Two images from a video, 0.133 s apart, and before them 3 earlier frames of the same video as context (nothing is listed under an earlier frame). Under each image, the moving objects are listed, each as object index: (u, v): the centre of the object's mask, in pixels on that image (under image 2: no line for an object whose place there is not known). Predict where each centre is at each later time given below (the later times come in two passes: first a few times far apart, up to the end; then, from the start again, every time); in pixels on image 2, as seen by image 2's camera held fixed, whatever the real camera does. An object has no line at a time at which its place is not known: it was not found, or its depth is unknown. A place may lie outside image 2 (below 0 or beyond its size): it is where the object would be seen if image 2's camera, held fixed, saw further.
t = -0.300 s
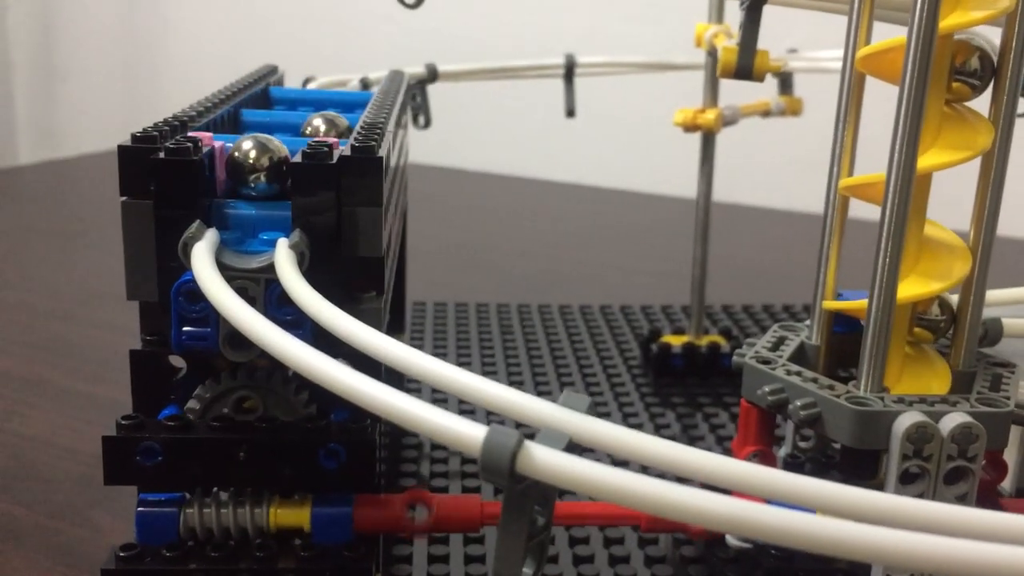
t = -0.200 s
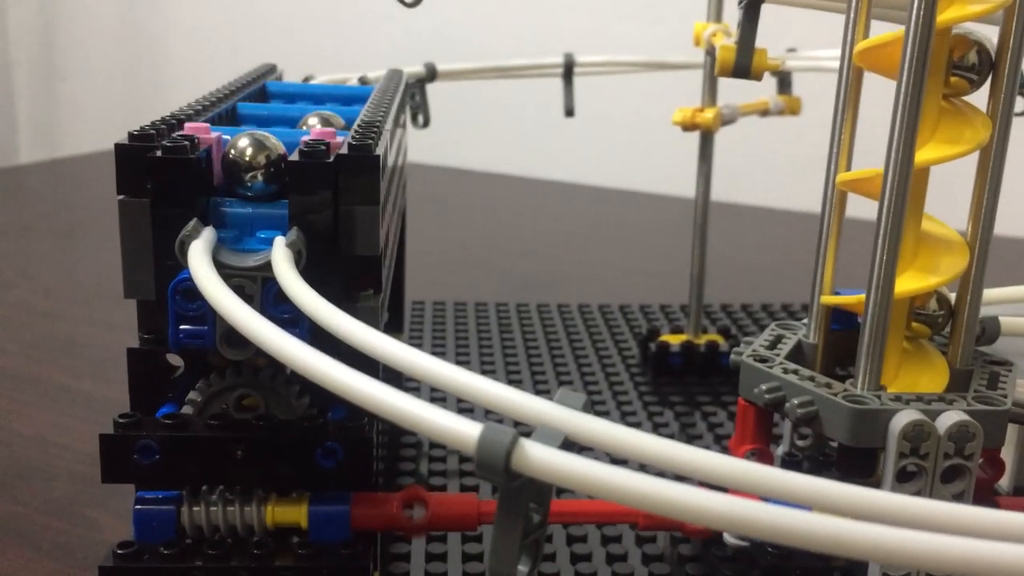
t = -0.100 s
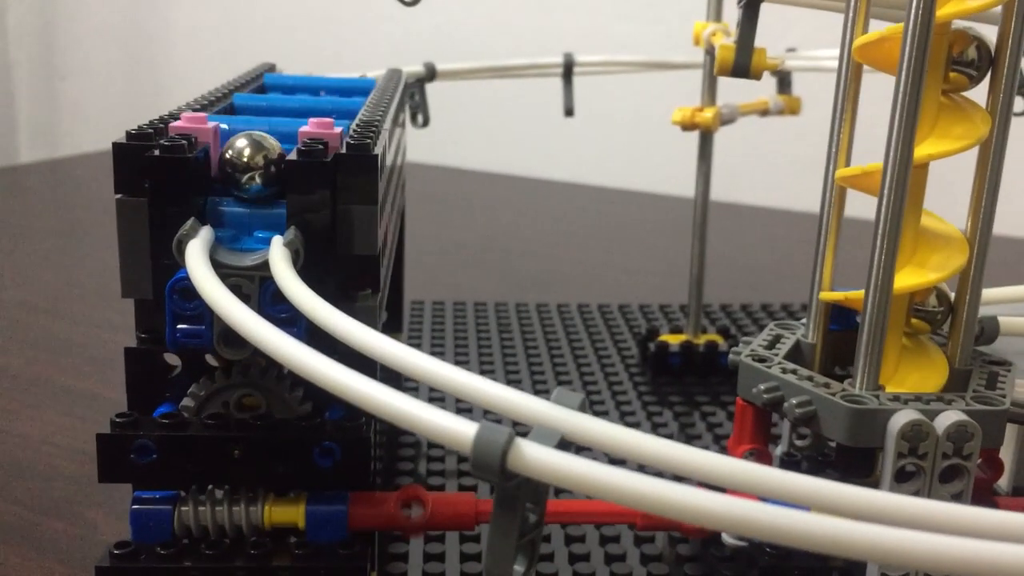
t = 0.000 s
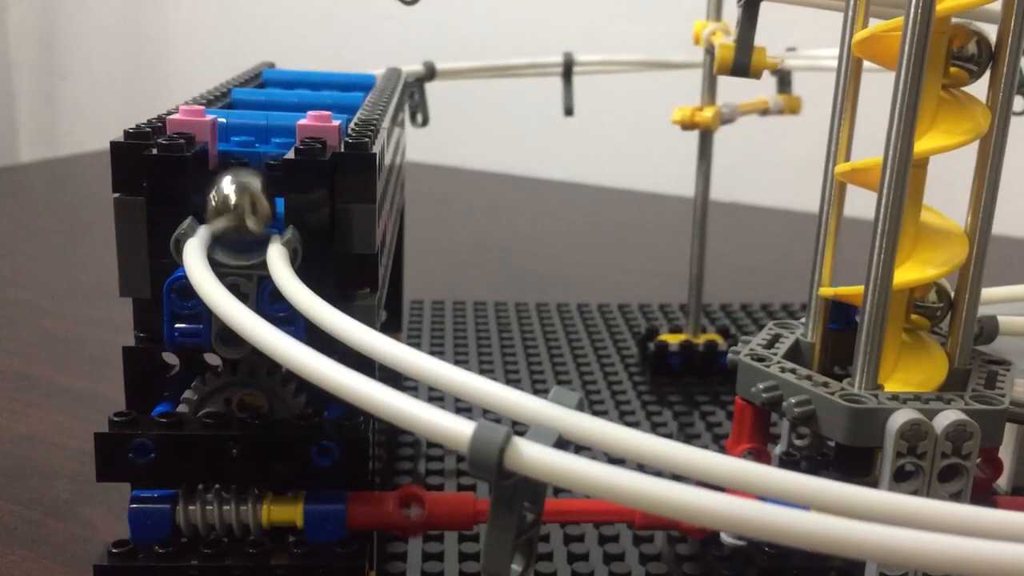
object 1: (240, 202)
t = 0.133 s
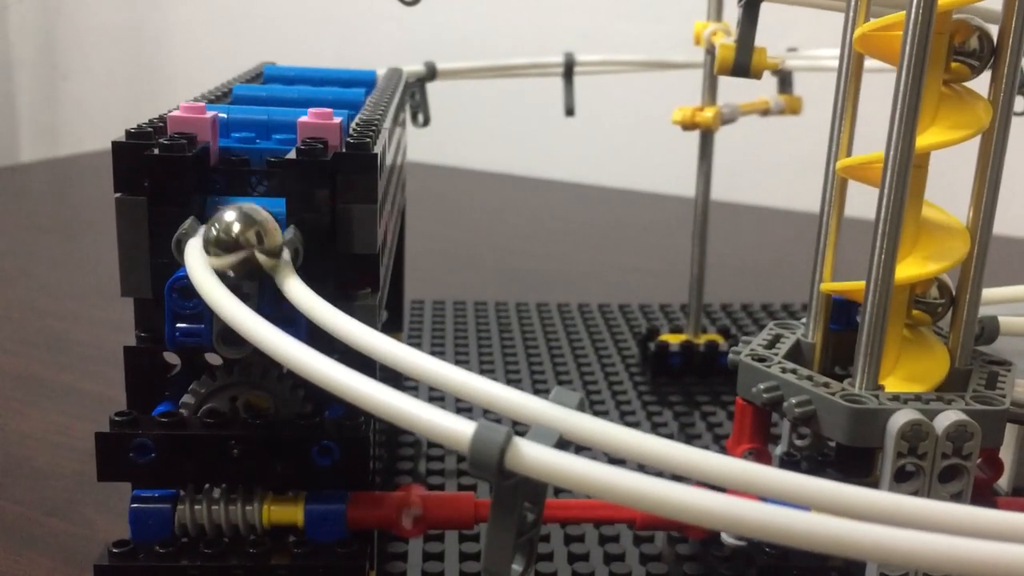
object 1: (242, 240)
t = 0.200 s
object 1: (255, 256)
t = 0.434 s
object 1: (431, 352)
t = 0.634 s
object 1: (834, 471)
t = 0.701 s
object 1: (985, 500)
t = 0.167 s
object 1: (248, 247)
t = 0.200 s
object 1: (255, 256)
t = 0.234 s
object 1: (267, 266)
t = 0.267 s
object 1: (283, 277)
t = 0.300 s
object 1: (301, 287)
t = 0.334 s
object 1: (325, 301)
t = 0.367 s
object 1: (353, 315)
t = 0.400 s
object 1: (388, 333)
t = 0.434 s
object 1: (431, 352)
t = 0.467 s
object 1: (483, 373)
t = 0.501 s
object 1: (539, 394)
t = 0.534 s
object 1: (604, 415)
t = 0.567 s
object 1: (673, 435)
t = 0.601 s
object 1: (757, 454)
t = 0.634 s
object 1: (834, 471)
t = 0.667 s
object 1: (924, 489)
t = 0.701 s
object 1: (985, 500)
